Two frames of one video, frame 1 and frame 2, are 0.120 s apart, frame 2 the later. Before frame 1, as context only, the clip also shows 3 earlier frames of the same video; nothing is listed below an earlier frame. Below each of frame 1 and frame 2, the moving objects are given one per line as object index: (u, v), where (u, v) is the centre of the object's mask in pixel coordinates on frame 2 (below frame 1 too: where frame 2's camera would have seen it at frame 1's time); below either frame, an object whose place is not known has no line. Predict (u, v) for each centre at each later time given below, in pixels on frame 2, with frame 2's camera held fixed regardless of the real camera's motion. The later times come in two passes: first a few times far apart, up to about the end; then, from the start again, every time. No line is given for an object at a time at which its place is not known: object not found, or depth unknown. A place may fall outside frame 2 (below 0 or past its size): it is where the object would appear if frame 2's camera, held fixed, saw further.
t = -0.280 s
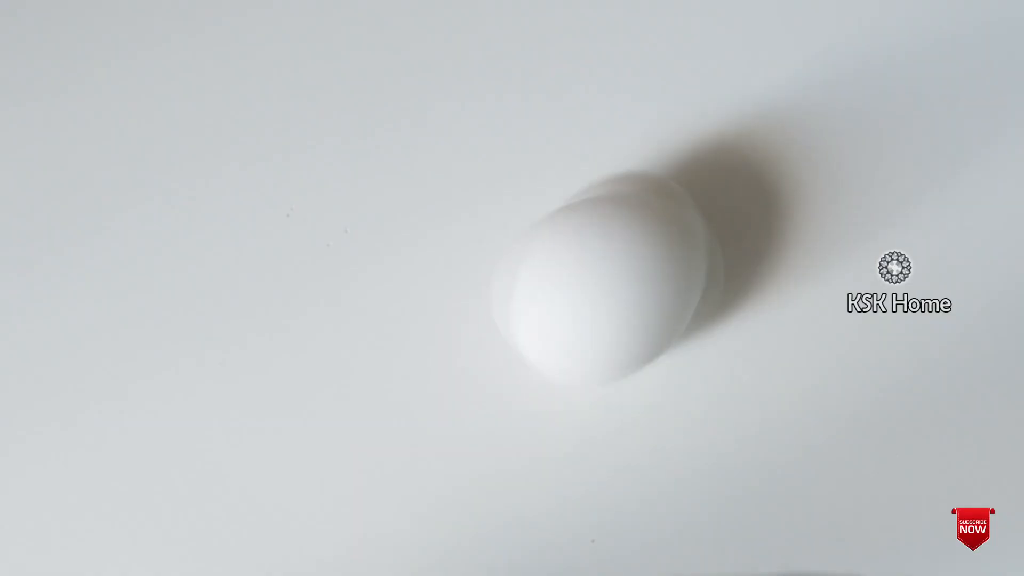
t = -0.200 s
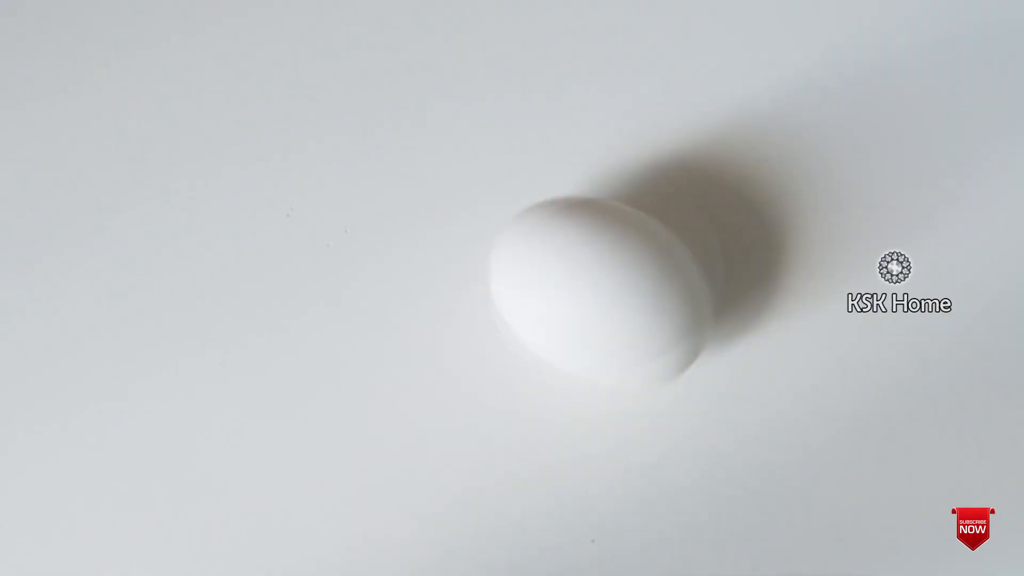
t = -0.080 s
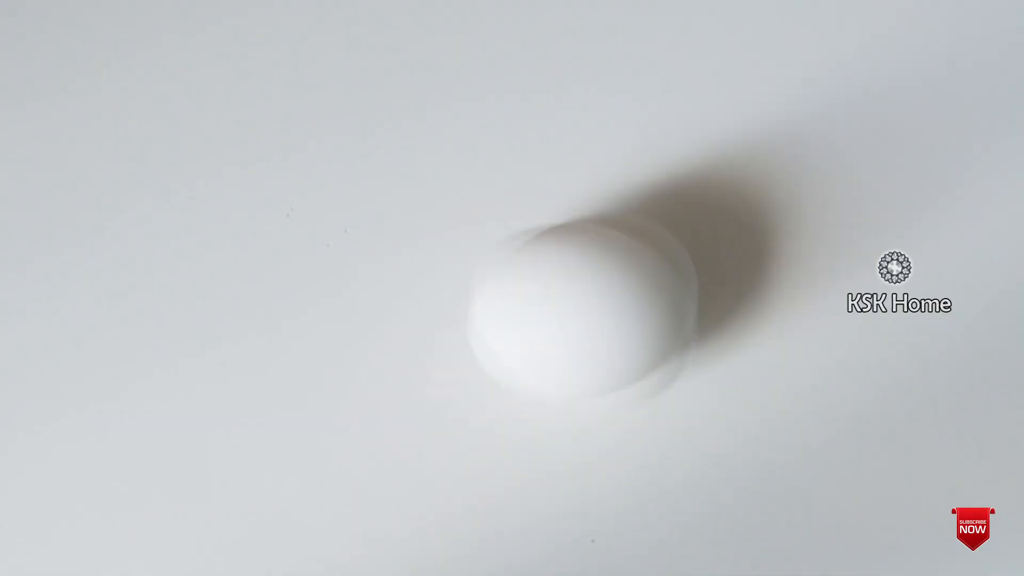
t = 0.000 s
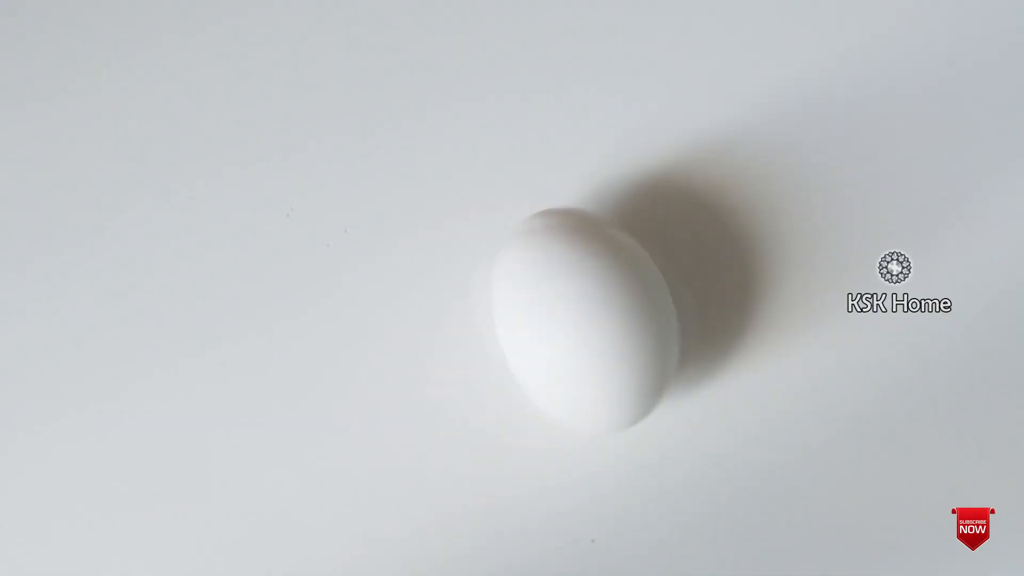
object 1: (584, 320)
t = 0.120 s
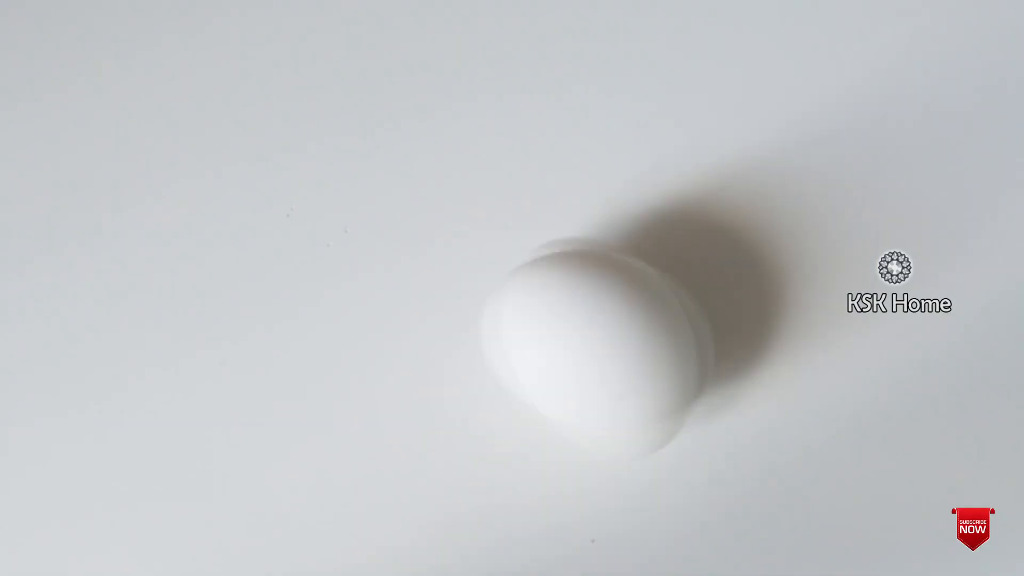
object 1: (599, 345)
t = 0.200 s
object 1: (602, 346)
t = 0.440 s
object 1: (630, 338)
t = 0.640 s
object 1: (627, 325)
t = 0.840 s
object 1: (604, 331)
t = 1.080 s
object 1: (604, 355)
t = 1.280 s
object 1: (622, 362)
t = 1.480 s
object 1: (615, 342)
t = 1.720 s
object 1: (602, 357)
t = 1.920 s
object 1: (609, 376)
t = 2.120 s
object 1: (622, 377)
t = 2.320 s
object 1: (624, 375)
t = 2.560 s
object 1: (613, 388)
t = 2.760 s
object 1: (622, 380)
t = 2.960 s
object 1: (618, 386)
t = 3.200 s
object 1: (619, 391)
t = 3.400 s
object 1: (621, 387)
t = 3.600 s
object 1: (622, 391)
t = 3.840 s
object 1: (622, 393)
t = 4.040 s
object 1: (613, 394)
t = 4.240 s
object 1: (616, 398)
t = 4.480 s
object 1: (617, 393)
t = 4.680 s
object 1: (613, 397)
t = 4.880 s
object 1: (620, 400)
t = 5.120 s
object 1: (616, 407)
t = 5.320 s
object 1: (609, 401)
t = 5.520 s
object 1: (603, 400)
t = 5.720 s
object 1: (596, 403)
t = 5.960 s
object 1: (605, 404)
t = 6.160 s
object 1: (597, 402)
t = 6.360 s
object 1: (605, 406)
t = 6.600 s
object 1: (597, 410)
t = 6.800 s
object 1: (591, 419)
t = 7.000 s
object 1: (591, 412)
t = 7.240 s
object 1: (574, 423)
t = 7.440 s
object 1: (558, 406)
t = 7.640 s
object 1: (554, 395)
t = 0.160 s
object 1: (600, 347)
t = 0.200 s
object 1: (602, 346)
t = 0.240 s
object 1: (613, 349)
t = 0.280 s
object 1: (617, 350)
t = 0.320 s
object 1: (621, 345)
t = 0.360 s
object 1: (624, 348)
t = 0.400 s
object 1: (627, 340)
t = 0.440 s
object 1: (630, 338)
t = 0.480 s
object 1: (630, 335)
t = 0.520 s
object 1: (630, 326)
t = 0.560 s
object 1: (629, 326)
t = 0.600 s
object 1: (630, 325)
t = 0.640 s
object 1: (627, 325)
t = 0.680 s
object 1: (621, 327)
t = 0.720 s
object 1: (616, 320)
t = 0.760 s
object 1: (611, 326)
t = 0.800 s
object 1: (608, 328)
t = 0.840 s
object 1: (604, 331)
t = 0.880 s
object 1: (600, 335)
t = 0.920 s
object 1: (597, 339)
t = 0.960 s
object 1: (599, 343)
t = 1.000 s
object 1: (598, 346)
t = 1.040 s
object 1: (600, 352)
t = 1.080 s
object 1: (604, 355)
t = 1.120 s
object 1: (612, 358)
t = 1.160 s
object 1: (618, 361)
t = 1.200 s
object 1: (621, 363)
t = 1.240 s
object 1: (623, 366)
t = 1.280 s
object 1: (622, 362)
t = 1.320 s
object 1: (619, 356)
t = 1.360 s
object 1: (621, 353)
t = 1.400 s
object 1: (619, 349)
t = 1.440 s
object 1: (617, 345)
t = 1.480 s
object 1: (615, 342)
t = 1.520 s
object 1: (612, 342)
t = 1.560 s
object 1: (612, 343)
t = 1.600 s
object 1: (606, 347)
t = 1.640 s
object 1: (603, 352)
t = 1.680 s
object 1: (600, 353)
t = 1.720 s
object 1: (602, 357)
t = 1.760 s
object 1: (602, 361)
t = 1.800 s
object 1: (606, 364)
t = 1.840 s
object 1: (603, 372)
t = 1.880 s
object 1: (603, 375)
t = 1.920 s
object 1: (609, 376)
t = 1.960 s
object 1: (608, 376)
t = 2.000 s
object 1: (613, 374)
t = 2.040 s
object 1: (614, 378)
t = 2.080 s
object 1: (617, 377)
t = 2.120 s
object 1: (622, 377)
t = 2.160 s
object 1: (626, 377)
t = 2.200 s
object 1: (627, 376)
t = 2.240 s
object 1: (625, 377)
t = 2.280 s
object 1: (623, 377)
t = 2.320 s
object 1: (624, 375)
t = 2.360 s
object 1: (621, 377)
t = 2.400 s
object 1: (621, 375)
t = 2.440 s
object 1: (618, 385)
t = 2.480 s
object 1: (615, 388)
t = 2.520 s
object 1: (614, 389)
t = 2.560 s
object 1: (613, 388)
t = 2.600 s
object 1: (612, 388)
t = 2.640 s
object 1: (615, 385)
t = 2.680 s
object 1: (616, 384)
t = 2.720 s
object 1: (622, 378)
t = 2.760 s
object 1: (622, 380)
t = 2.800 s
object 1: (624, 378)
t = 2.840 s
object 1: (624, 382)
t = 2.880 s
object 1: (623, 385)
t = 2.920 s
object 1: (620, 385)
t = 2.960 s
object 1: (618, 386)
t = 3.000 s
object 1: (619, 388)
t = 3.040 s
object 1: (620, 389)
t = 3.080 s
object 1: (620, 389)
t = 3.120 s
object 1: (620, 389)
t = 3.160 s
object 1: (619, 390)
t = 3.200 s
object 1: (619, 391)
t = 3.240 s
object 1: (619, 390)
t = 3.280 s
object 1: (619, 390)
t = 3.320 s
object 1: (619, 387)
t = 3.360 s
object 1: (621, 388)
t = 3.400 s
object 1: (621, 387)
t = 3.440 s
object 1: (621, 386)
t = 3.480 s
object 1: (622, 386)
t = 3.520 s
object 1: (622, 386)
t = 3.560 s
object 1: (623, 388)
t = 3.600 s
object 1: (622, 391)
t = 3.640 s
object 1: (621, 394)
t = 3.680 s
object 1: (620, 395)
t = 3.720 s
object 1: (621, 395)
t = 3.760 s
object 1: (622, 393)
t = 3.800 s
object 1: (622, 393)
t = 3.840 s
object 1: (622, 393)
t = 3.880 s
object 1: (621, 394)
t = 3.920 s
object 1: (619, 394)
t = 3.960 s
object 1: (616, 394)
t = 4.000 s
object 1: (615, 394)
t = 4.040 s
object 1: (613, 394)
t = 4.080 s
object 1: (612, 394)
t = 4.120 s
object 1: (612, 397)
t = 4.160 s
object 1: (614, 396)
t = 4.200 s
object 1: (615, 399)
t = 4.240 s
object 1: (616, 398)
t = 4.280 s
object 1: (618, 397)
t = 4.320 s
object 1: (619, 395)
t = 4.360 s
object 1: (618, 393)
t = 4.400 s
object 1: (619, 394)
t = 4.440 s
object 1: (619, 394)
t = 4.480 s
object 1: (617, 393)
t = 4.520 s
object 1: (616, 392)
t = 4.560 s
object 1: (614, 393)
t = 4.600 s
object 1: (613, 394)
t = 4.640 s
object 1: (612, 395)
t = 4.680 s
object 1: (613, 397)
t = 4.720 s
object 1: (613, 398)
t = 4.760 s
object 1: (616, 399)
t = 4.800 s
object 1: (616, 401)
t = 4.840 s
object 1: (618, 400)
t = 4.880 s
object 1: (620, 400)
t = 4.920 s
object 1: (621, 400)
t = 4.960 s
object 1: (622, 400)
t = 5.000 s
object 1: (621, 401)
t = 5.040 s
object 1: (620, 403)
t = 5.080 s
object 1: (619, 405)
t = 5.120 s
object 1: (616, 407)
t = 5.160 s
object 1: (613, 408)
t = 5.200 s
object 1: (612, 407)
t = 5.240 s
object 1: (611, 405)
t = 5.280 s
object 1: (610, 403)
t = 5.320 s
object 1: (609, 401)
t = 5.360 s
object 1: (610, 398)
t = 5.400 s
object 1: (610, 399)
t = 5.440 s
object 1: (608, 399)
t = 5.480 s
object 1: (606, 399)
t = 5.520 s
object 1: (603, 400)
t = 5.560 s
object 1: (600, 399)
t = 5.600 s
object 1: (598, 401)
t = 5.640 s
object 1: (596, 401)
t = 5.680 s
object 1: (596, 402)
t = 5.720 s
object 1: (596, 403)
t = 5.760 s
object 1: (598, 407)
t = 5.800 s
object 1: (599, 407)
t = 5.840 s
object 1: (601, 409)
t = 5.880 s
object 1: (602, 409)
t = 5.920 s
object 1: (603, 407)
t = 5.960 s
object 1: (605, 404)
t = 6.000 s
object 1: (604, 403)
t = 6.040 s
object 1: (603, 401)
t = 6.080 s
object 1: (600, 401)
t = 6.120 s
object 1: (598, 400)
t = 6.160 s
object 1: (597, 402)
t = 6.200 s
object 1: (597, 404)
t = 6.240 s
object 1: (598, 407)
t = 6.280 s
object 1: (599, 408)
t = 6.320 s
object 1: (601, 408)
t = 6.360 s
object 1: (605, 406)
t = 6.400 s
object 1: (604, 406)
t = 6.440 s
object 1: (605, 405)
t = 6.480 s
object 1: (604, 405)
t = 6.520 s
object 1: (602, 406)
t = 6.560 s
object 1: (600, 407)
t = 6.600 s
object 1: (597, 410)
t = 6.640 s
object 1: (596, 413)
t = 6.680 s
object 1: (593, 416)
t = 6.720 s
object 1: (592, 418)
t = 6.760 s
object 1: (592, 419)
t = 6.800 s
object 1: (591, 419)
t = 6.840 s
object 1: (592, 417)
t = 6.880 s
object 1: (593, 415)
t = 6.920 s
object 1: (594, 413)
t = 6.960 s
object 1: (592, 411)
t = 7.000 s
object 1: (591, 412)
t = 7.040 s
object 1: (589, 413)
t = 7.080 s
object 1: (587, 416)
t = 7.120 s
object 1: (585, 418)
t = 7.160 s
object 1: (582, 421)
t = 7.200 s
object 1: (578, 423)
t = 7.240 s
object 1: (574, 423)
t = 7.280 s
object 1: (569, 421)
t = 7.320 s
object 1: (566, 419)
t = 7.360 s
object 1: (561, 414)
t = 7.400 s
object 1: (560, 410)
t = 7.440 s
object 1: (558, 406)
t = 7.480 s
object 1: (557, 402)
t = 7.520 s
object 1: (556, 399)
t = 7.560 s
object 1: (556, 396)
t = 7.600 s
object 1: (555, 395)
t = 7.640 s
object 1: (554, 395)
